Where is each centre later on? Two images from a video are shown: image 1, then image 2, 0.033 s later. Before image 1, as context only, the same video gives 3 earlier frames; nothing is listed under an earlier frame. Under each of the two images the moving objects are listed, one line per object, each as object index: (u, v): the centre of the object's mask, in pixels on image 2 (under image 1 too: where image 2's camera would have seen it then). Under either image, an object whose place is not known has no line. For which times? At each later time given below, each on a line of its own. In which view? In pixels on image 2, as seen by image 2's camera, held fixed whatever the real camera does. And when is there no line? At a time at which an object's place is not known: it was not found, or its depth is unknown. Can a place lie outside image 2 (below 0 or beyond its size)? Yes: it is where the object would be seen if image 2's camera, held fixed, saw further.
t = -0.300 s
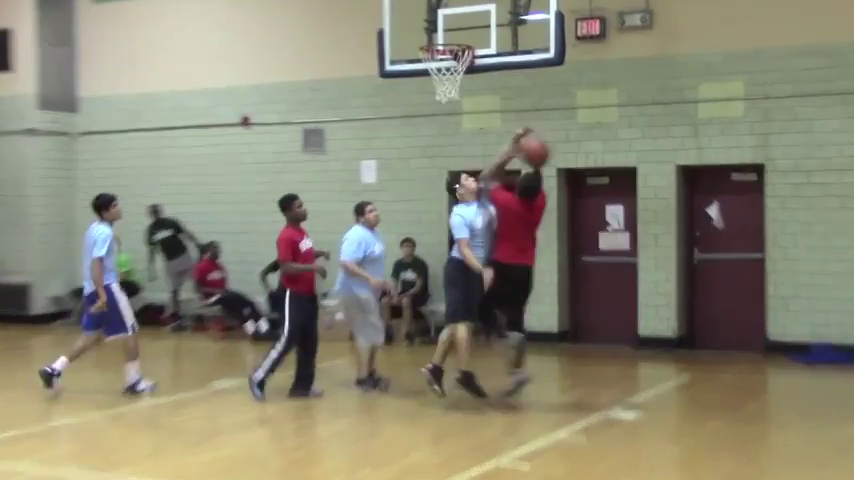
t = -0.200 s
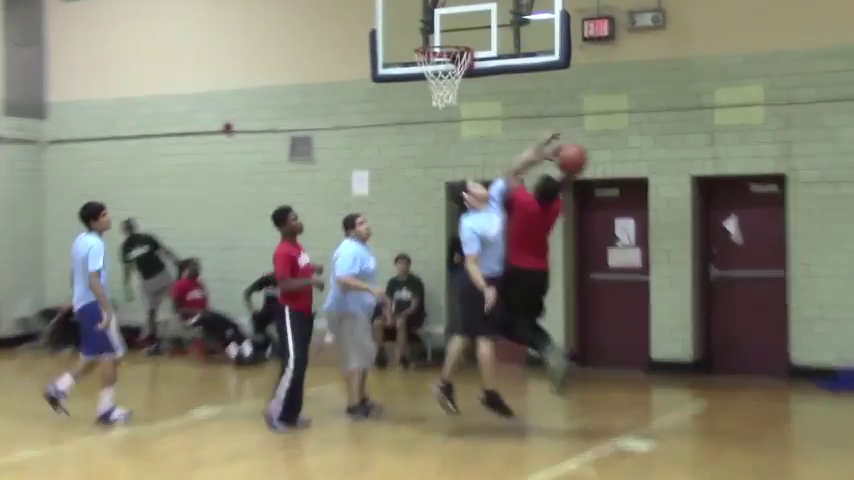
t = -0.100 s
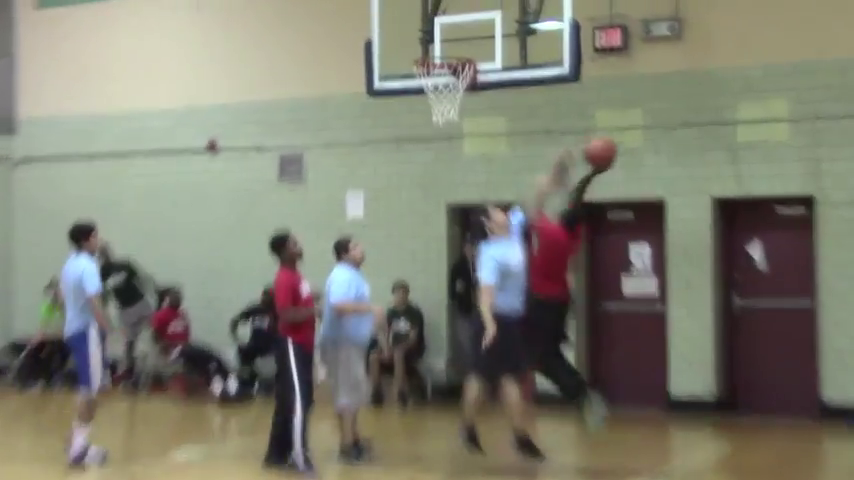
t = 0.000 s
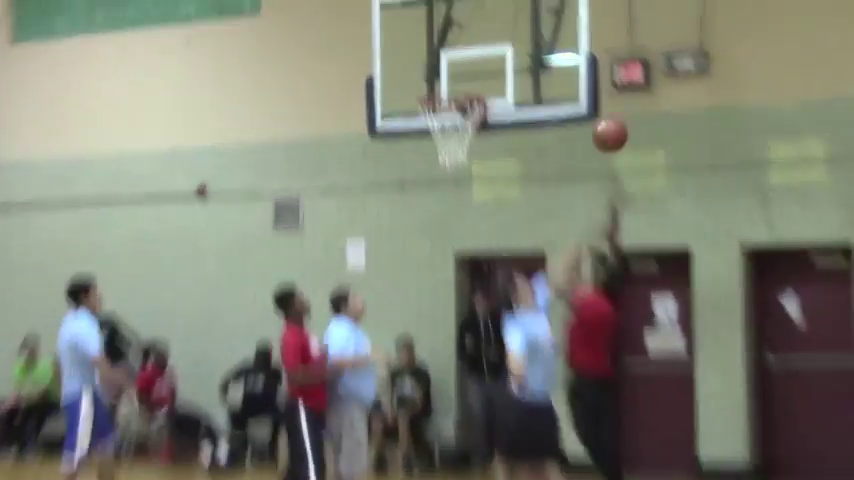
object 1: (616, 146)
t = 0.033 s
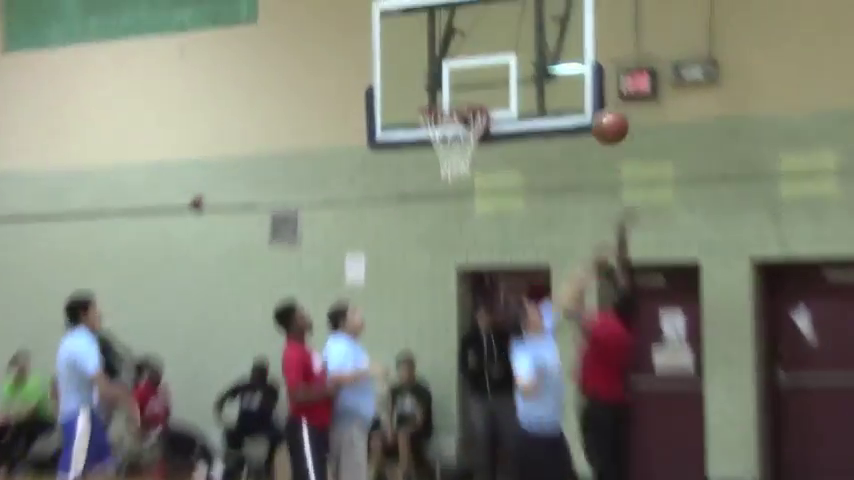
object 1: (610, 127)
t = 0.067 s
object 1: (604, 109)
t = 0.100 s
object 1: (599, 94)
